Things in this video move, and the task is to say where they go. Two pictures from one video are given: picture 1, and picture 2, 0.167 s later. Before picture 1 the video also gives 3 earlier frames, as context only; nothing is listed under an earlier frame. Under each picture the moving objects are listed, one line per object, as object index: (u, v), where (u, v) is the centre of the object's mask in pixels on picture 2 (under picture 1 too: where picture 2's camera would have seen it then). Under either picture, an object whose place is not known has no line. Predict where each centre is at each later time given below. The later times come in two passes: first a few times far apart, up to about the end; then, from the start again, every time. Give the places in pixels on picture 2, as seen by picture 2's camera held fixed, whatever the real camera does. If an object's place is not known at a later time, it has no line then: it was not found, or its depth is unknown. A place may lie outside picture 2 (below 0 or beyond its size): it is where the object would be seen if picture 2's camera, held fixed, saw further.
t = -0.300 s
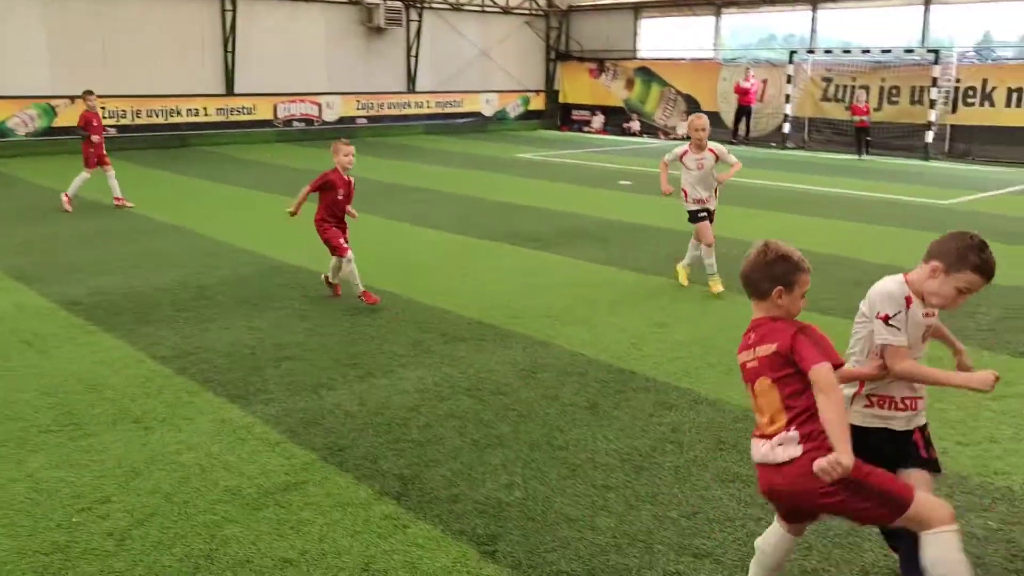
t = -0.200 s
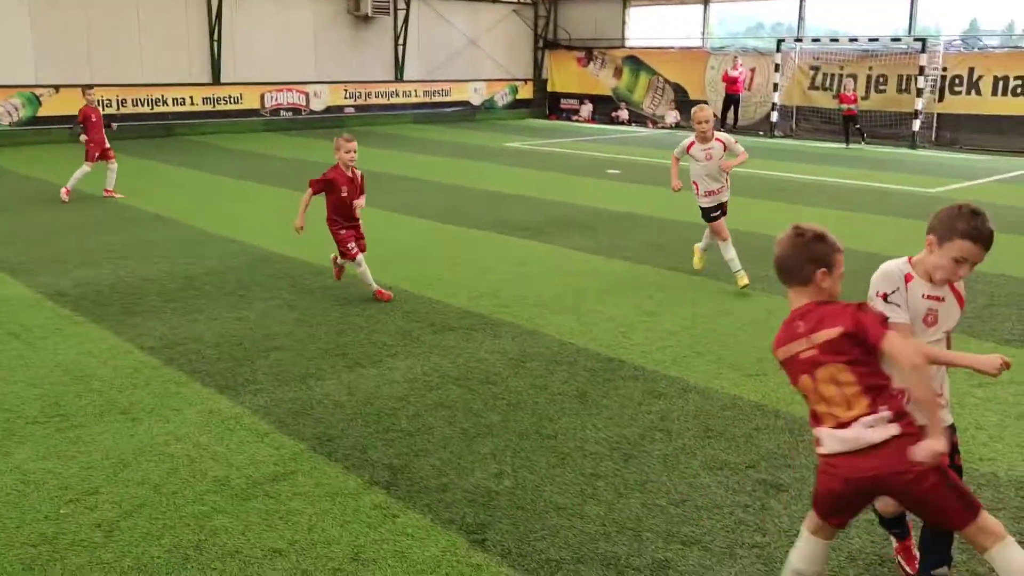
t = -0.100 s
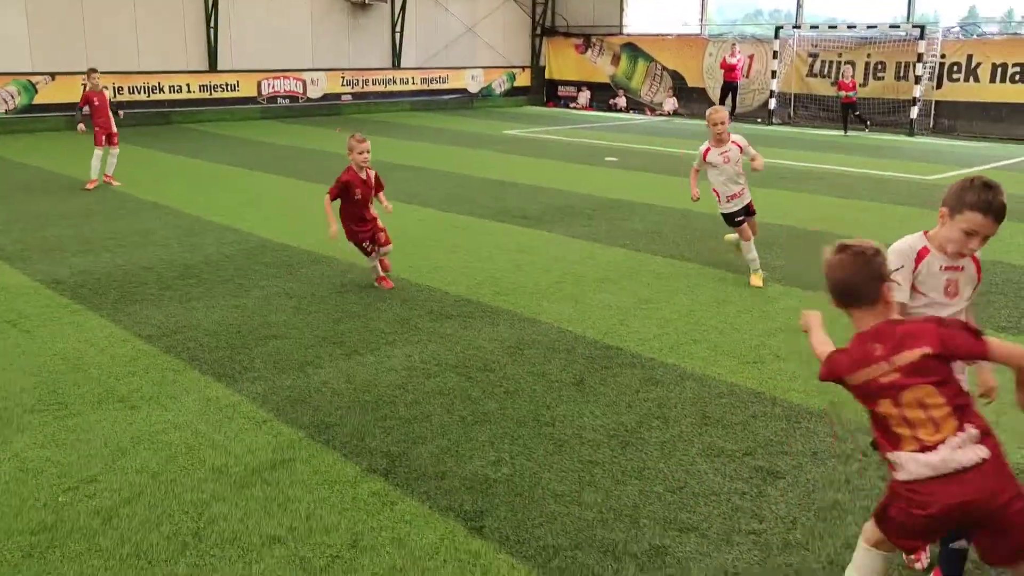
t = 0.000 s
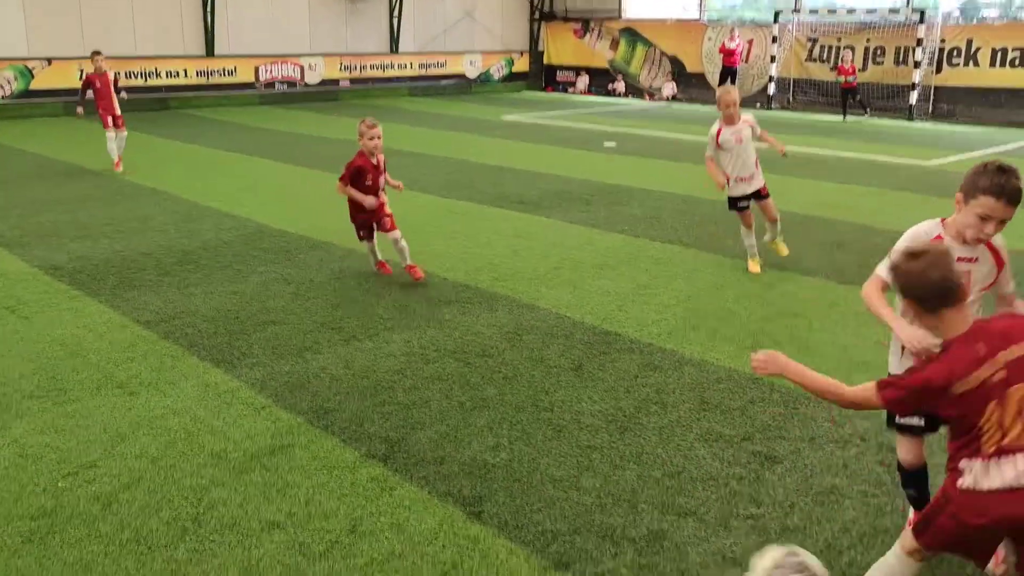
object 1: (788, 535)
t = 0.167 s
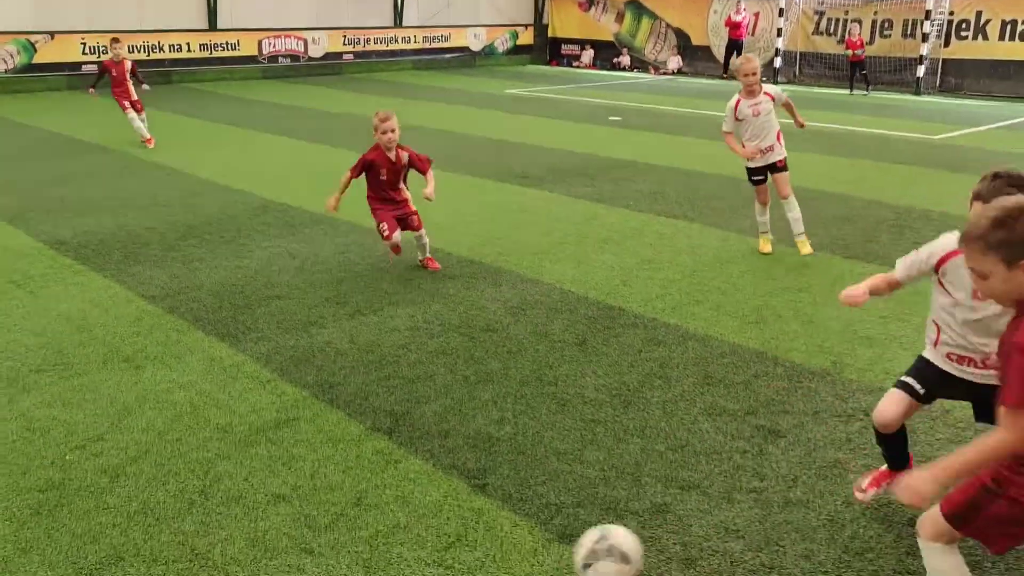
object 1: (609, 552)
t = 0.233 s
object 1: (560, 536)
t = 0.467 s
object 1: (379, 551)
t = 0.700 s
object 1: (192, 561)
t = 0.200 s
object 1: (585, 547)
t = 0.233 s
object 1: (560, 536)
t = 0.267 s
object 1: (535, 528)
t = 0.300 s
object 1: (510, 524)
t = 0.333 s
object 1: (484, 521)
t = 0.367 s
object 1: (458, 523)
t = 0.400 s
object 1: (431, 529)
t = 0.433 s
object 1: (403, 540)
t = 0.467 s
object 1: (379, 551)
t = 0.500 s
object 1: (352, 565)
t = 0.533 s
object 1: (326, 579)
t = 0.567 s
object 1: (300, 567)
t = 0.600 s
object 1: (272, 561)
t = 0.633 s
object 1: (246, 557)
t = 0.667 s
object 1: (219, 557)
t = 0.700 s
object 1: (192, 561)
